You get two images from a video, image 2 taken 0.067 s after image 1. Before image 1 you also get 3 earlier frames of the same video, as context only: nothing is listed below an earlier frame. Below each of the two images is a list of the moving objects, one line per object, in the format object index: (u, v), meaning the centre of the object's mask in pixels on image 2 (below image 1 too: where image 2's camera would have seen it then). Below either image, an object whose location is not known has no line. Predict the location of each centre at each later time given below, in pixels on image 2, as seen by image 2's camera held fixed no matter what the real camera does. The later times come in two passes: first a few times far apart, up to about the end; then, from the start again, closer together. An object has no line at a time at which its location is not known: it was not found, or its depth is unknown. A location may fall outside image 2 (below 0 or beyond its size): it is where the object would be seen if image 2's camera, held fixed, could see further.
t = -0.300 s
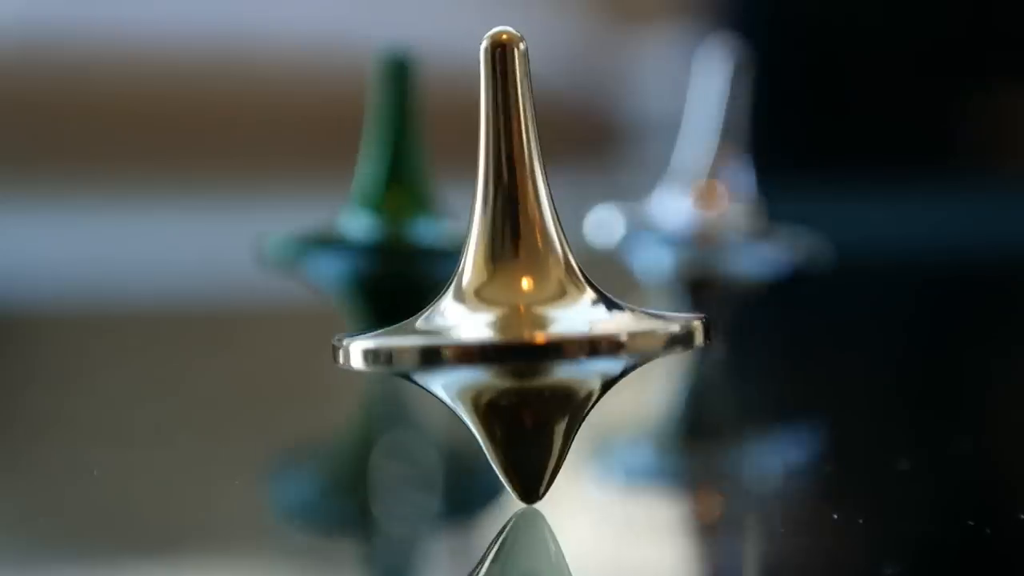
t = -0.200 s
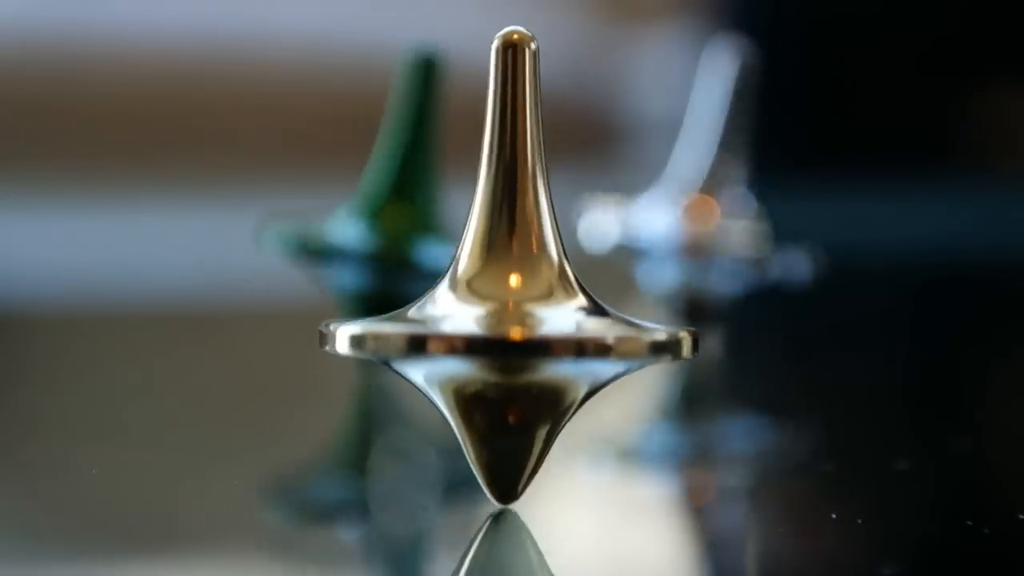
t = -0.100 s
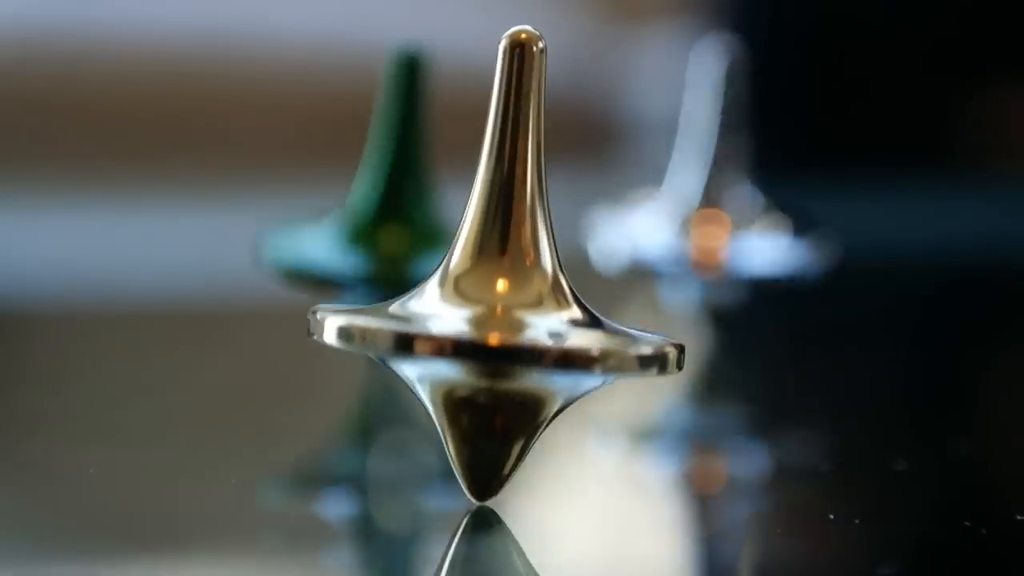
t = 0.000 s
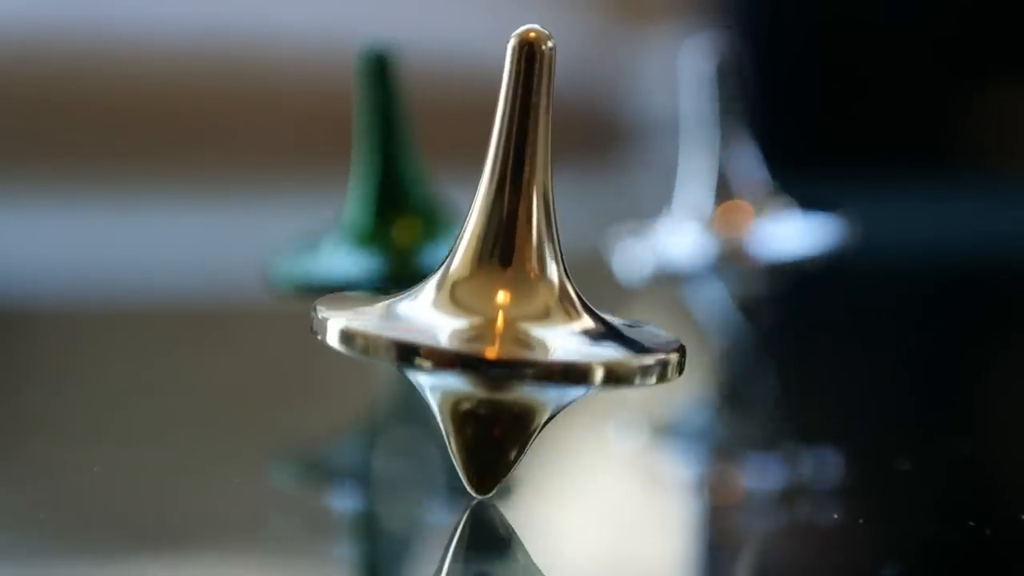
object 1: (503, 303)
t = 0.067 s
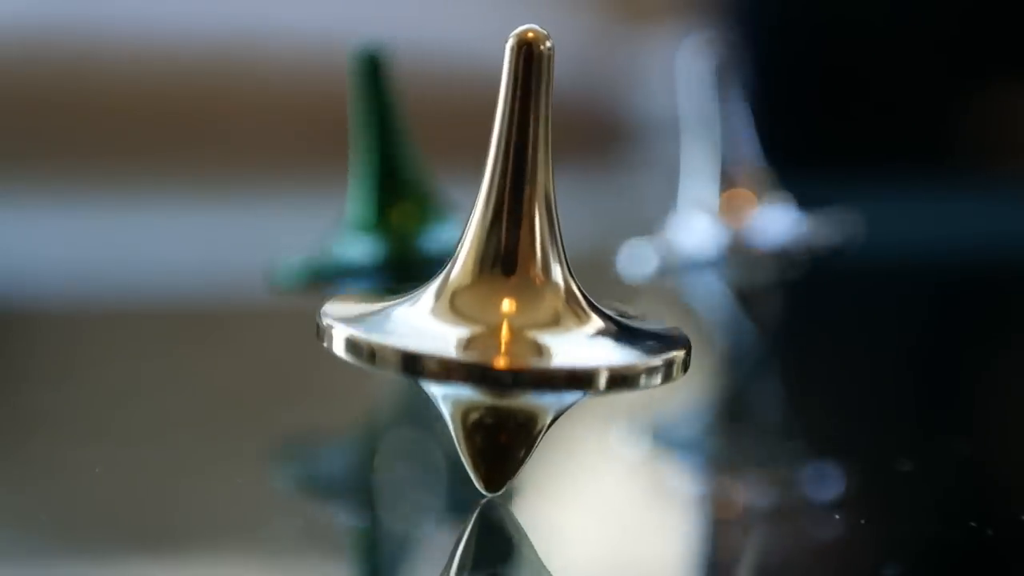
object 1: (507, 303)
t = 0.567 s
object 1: (512, 305)
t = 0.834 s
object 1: (512, 302)
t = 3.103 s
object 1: (522, 304)
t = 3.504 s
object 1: (520, 309)
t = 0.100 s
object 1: (510, 303)
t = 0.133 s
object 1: (512, 303)
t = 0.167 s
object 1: (514, 302)
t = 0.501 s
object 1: (515, 305)
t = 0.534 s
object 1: (514, 305)
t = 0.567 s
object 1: (512, 305)
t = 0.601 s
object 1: (512, 306)
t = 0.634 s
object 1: (510, 304)
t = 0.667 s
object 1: (509, 304)
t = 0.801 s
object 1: (511, 302)
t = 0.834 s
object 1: (512, 302)
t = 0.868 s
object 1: (513, 301)
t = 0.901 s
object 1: (515, 302)
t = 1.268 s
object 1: (515, 305)
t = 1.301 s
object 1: (514, 306)
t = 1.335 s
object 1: (514, 305)
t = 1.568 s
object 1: (514, 303)
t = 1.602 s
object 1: (516, 303)
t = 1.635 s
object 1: (518, 303)
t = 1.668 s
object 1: (520, 303)
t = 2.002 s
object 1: (519, 307)
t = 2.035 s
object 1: (520, 307)
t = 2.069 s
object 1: (517, 307)
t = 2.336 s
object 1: (519, 305)
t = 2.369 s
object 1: (521, 306)
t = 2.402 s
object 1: (522, 304)
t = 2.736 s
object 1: (523, 308)
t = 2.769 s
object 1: (522, 308)
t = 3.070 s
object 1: (520, 305)
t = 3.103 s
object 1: (522, 304)
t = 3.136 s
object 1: (522, 304)
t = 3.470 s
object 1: (520, 308)
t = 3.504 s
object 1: (520, 309)
